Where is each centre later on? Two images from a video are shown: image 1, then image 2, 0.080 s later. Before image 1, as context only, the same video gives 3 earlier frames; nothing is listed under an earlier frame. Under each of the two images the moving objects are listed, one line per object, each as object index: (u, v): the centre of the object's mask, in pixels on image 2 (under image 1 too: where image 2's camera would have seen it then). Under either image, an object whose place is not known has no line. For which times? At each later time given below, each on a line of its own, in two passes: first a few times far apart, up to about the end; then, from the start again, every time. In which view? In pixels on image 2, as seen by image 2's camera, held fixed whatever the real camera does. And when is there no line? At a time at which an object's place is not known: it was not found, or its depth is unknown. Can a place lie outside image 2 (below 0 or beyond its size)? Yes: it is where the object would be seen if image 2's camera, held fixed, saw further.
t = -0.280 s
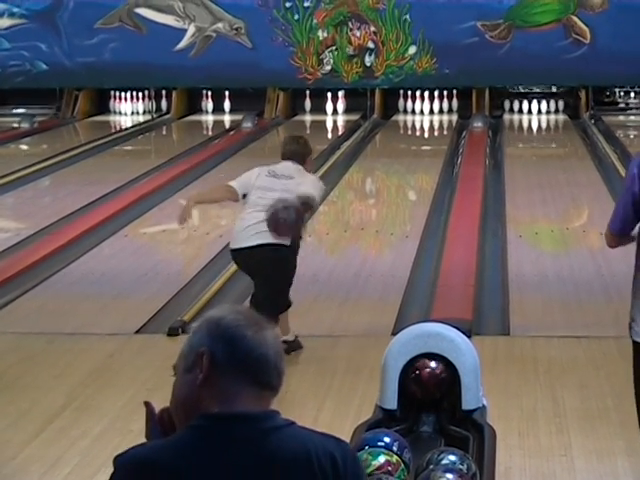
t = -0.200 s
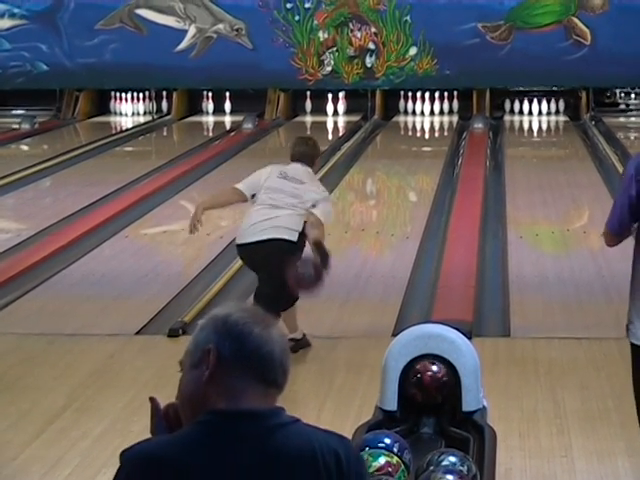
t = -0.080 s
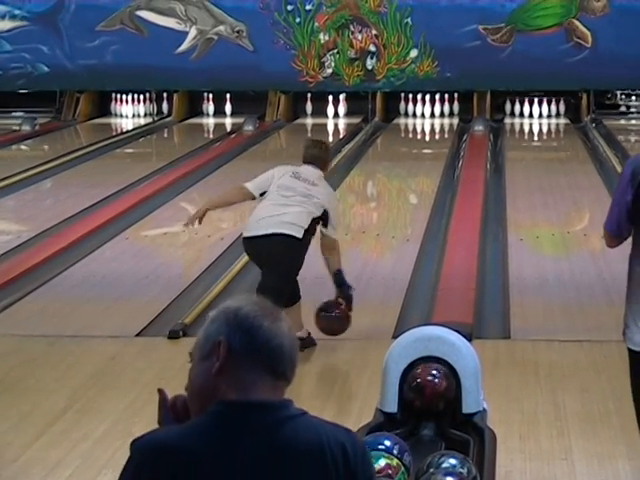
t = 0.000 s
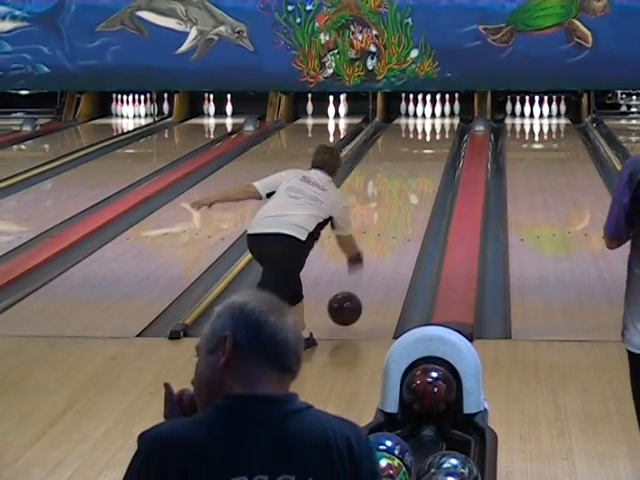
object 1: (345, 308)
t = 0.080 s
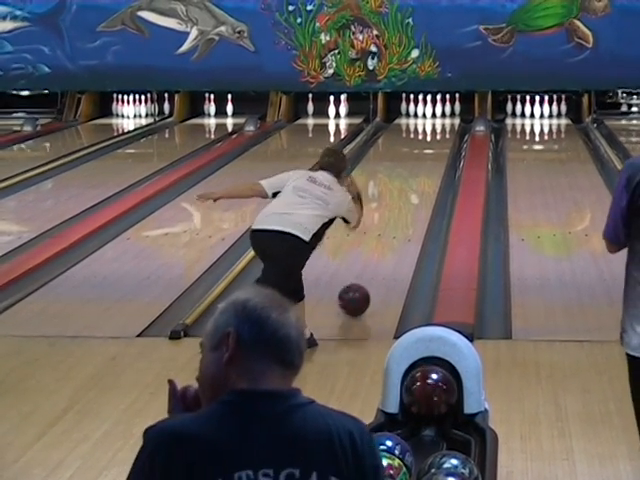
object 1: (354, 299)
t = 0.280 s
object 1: (372, 266)
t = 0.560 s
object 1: (391, 227)
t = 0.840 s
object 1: (405, 200)
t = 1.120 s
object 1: (415, 178)
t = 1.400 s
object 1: (423, 159)
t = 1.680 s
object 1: (428, 145)
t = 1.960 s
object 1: (433, 134)
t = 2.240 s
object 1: (435, 124)
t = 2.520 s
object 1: (436, 117)
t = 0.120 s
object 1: (358, 292)
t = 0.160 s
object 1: (361, 285)
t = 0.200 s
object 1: (365, 278)
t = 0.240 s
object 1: (368, 272)
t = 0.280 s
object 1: (372, 266)
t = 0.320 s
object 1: (375, 259)
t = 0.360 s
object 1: (378, 254)
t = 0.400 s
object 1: (381, 248)
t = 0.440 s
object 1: (383, 242)
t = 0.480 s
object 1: (386, 237)
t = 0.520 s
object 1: (388, 232)
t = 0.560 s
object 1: (391, 227)
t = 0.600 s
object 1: (393, 223)
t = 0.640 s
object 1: (395, 219)
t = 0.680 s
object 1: (397, 215)
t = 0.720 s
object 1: (399, 210)
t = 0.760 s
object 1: (401, 207)
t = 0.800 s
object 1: (403, 203)
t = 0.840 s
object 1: (405, 200)
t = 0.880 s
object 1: (406, 196)
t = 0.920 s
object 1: (408, 193)
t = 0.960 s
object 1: (409, 189)
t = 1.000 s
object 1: (411, 186)
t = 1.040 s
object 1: (412, 183)
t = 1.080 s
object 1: (414, 180)
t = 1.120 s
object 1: (415, 178)
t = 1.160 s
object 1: (416, 175)
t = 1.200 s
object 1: (418, 172)
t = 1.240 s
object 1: (419, 170)
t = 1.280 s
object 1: (420, 167)
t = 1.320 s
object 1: (421, 164)
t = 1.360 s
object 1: (422, 161)
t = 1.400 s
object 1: (423, 159)
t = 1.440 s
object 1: (424, 157)
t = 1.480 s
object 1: (424, 155)
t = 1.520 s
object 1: (425, 153)
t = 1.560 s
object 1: (426, 151)
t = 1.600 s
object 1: (427, 149)
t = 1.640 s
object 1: (428, 147)
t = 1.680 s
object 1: (428, 145)
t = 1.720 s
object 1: (429, 143)
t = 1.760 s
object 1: (430, 142)
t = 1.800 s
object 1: (430, 140)
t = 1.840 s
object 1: (431, 139)
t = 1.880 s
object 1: (431, 136)
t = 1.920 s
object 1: (432, 135)
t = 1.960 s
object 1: (433, 134)
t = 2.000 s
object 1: (433, 132)
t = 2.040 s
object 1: (433, 131)
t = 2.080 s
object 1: (434, 129)
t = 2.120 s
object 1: (434, 128)
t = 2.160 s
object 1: (435, 127)
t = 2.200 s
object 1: (435, 126)
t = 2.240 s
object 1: (435, 124)
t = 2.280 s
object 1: (435, 123)
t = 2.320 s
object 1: (435, 122)
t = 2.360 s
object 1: (435, 121)
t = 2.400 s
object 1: (435, 119)
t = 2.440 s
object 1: (435, 118)
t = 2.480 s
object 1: (435, 117)
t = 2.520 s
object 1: (436, 117)
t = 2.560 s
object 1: (435, 116)
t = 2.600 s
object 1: (435, 115)
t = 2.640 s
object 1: (434, 114)
